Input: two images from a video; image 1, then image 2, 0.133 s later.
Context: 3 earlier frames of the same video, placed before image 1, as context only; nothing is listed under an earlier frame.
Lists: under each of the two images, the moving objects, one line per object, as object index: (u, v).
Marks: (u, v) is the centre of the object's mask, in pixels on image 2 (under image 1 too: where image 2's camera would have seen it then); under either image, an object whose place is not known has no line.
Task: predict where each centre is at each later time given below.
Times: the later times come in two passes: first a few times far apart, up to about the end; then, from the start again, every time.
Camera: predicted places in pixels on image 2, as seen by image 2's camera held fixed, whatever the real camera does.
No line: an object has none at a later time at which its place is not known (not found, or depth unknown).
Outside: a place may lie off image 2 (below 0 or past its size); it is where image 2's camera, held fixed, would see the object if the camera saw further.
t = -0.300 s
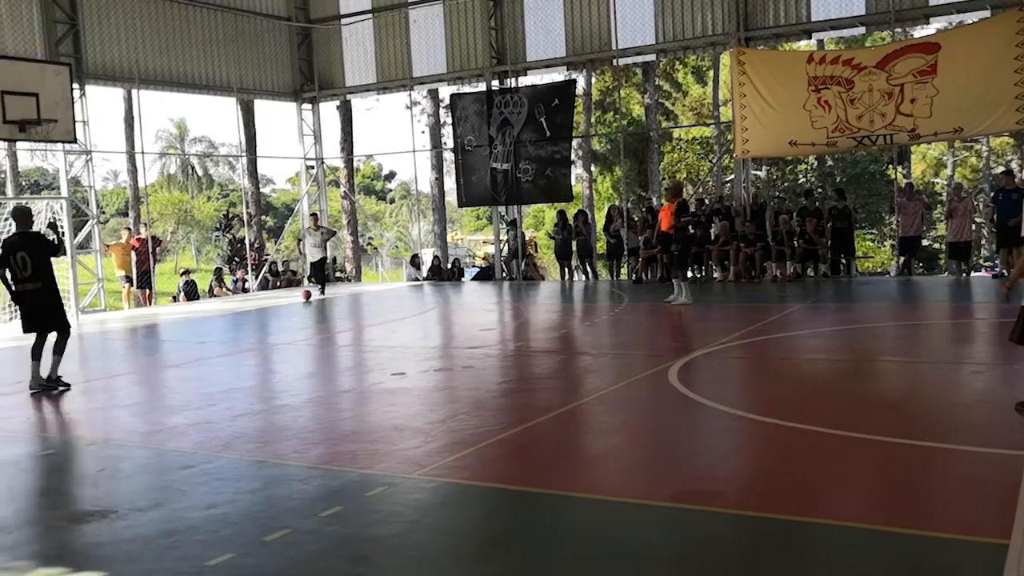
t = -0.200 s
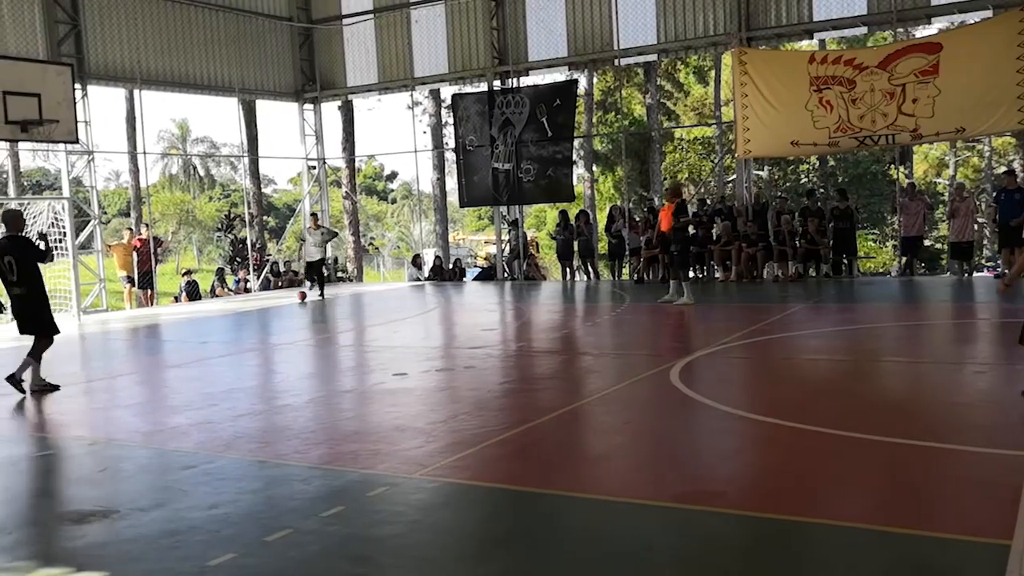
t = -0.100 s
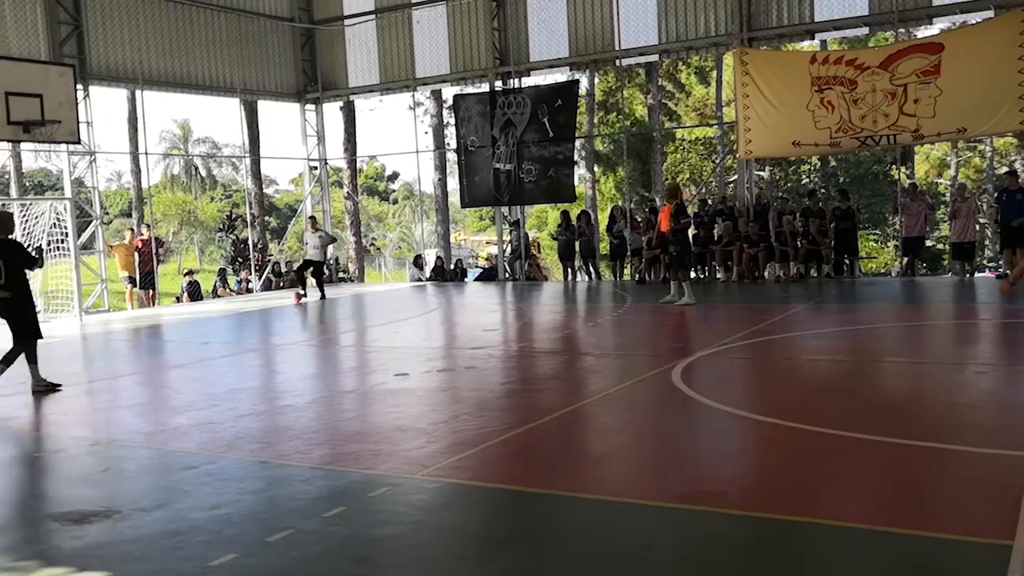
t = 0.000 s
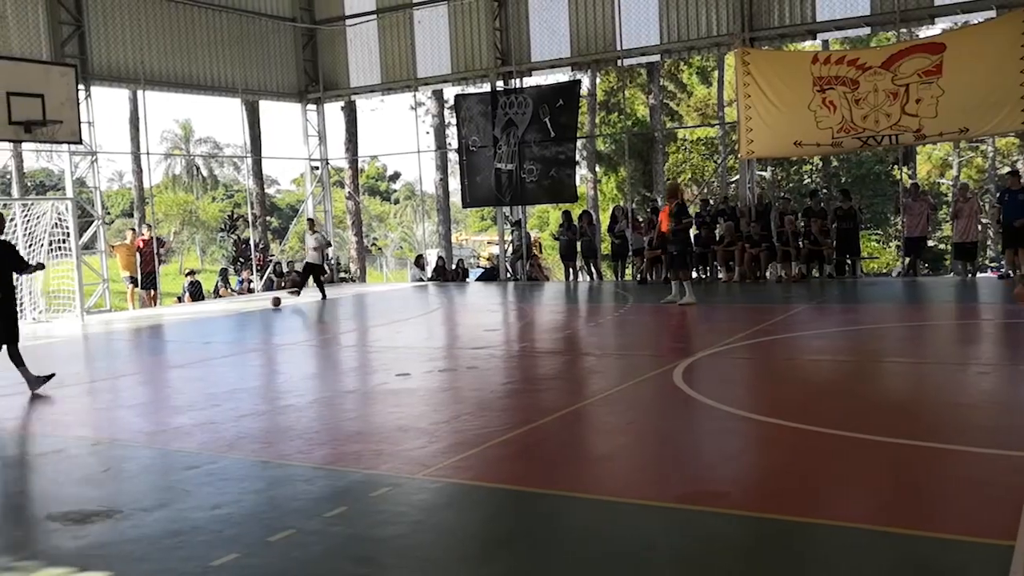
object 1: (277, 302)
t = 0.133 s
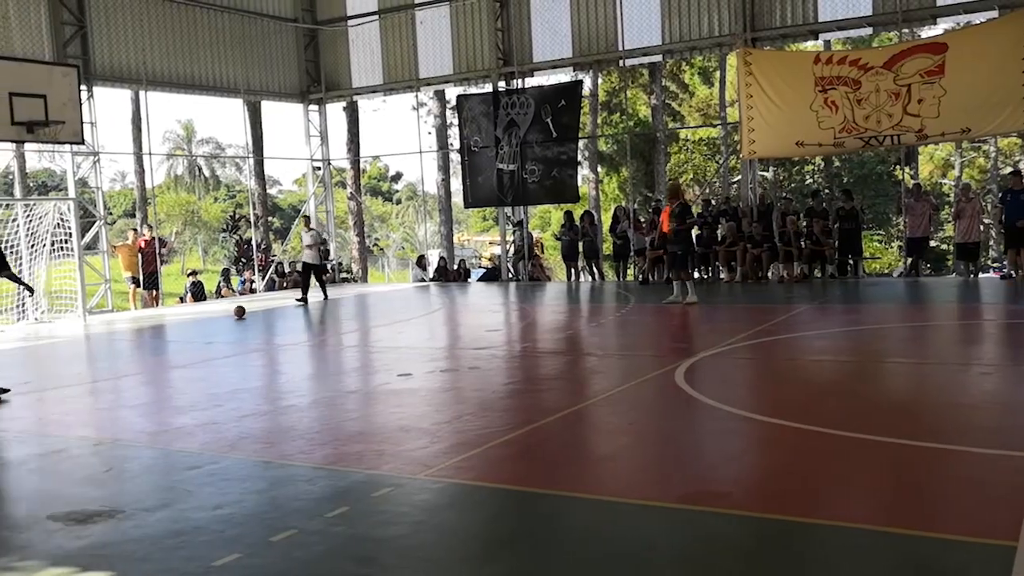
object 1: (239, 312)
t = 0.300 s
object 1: (188, 324)
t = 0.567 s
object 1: (98, 345)
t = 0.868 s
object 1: (-21, 373)
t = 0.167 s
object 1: (230, 315)
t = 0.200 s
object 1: (219, 317)
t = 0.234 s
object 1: (209, 319)
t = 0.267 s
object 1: (199, 322)
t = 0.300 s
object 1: (188, 324)
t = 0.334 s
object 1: (177, 327)
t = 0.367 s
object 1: (166, 329)
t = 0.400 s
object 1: (155, 332)
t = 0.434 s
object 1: (144, 334)
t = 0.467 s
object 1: (133, 337)
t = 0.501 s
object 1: (121, 340)
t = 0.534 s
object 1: (110, 343)
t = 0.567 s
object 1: (98, 345)
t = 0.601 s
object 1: (86, 347)
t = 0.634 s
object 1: (74, 350)
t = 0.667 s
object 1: (62, 352)
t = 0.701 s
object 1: (49, 355)
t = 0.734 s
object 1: (37, 360)
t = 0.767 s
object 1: (23, 362)
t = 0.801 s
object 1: (8, 365)
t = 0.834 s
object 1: (-6, 370)
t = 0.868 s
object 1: (-21, 373)
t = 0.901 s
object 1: (-37, 377)
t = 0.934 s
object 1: (-52, 380)
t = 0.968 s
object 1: (-69, 384)
